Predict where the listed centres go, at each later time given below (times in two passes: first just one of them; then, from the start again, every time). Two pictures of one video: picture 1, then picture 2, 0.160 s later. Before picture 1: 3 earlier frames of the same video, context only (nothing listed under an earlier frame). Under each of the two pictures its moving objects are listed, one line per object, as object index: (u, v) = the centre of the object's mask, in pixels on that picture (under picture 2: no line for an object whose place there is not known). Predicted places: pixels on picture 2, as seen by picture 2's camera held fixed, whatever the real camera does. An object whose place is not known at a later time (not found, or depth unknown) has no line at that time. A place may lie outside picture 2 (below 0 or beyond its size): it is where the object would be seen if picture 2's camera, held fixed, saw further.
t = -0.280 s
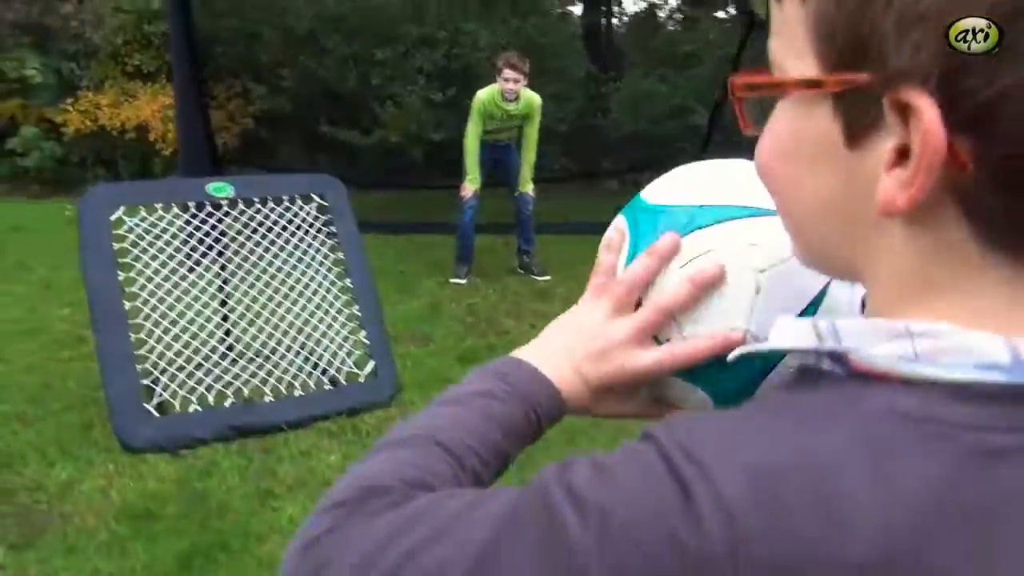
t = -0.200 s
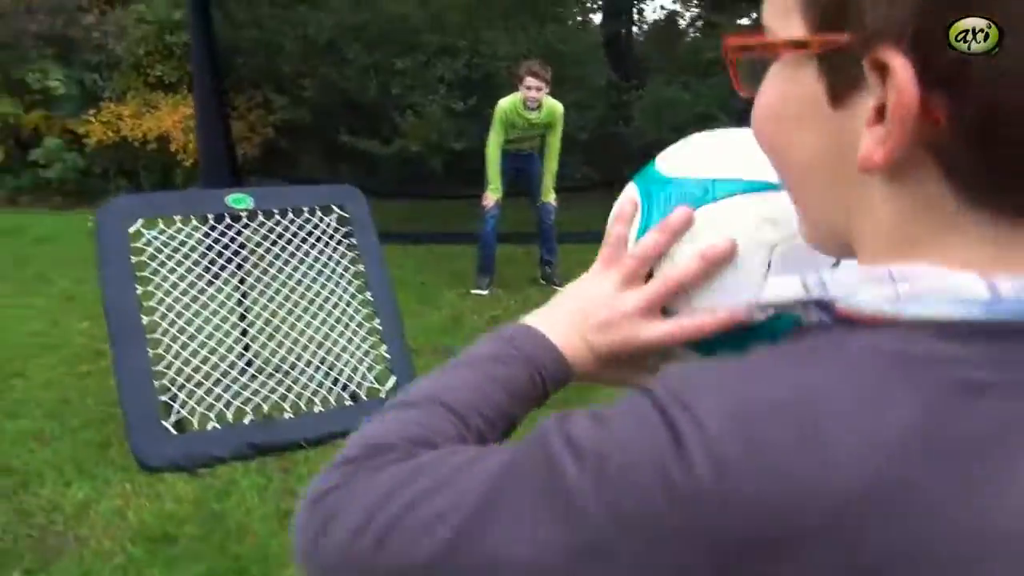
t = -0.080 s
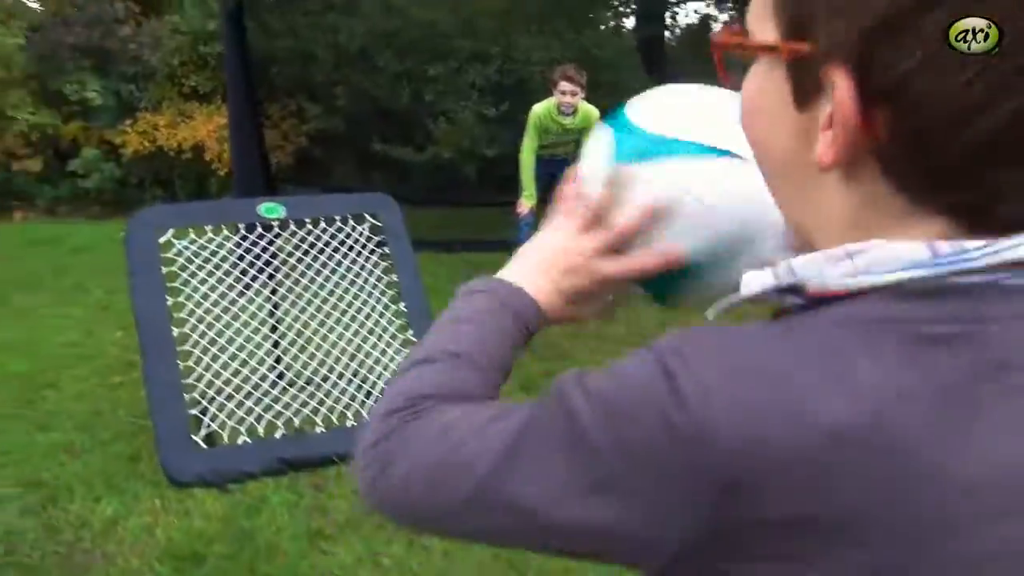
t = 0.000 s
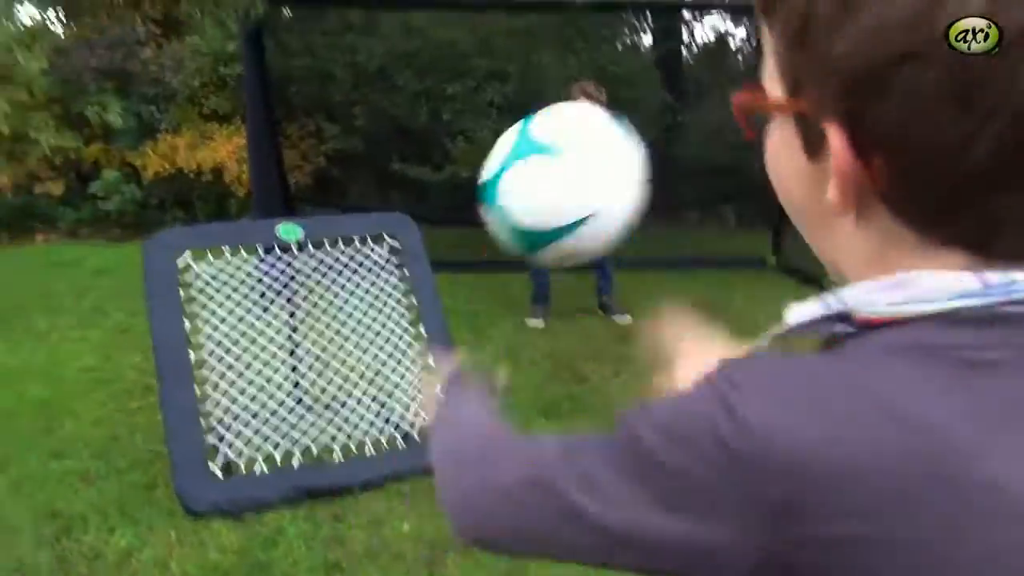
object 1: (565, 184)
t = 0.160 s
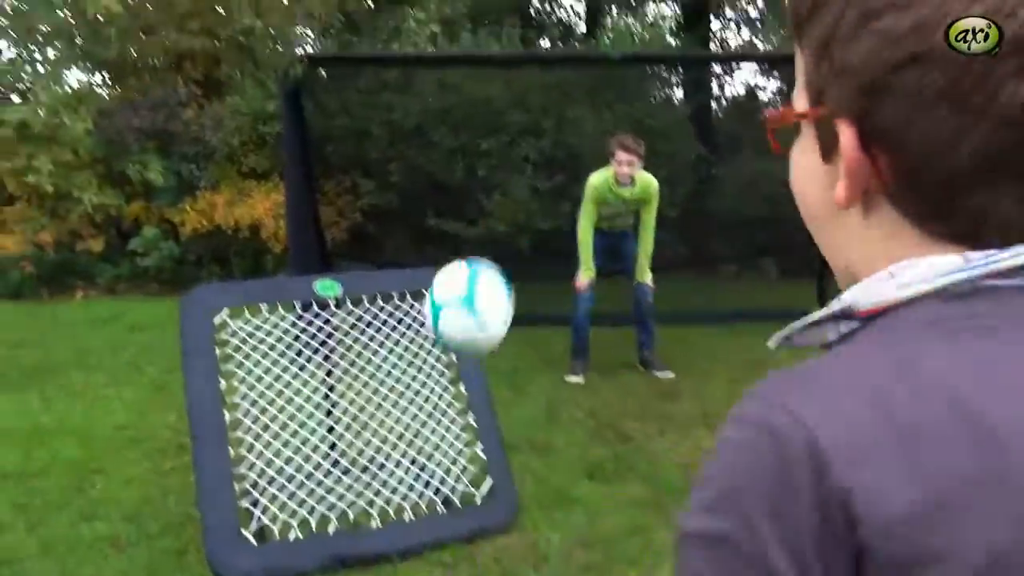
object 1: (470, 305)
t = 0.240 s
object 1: (439, 353)
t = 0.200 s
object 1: (453, 330)
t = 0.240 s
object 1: (439, 353)
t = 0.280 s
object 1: (429, 379)
